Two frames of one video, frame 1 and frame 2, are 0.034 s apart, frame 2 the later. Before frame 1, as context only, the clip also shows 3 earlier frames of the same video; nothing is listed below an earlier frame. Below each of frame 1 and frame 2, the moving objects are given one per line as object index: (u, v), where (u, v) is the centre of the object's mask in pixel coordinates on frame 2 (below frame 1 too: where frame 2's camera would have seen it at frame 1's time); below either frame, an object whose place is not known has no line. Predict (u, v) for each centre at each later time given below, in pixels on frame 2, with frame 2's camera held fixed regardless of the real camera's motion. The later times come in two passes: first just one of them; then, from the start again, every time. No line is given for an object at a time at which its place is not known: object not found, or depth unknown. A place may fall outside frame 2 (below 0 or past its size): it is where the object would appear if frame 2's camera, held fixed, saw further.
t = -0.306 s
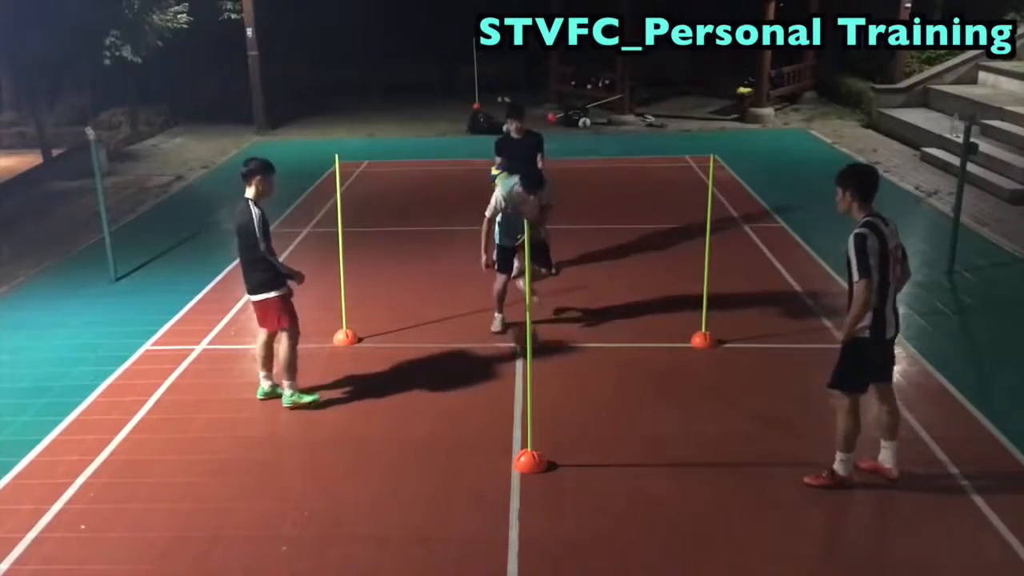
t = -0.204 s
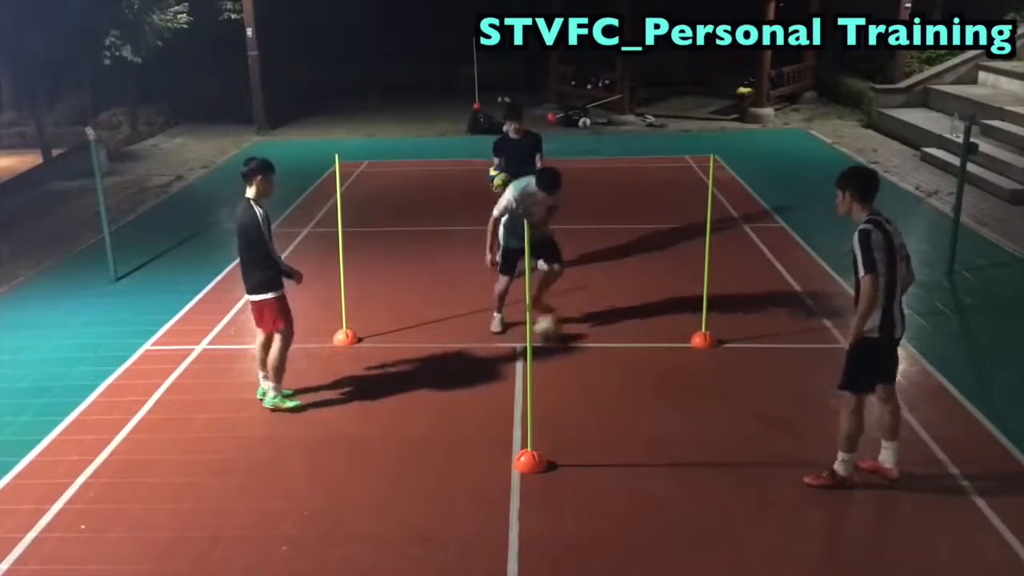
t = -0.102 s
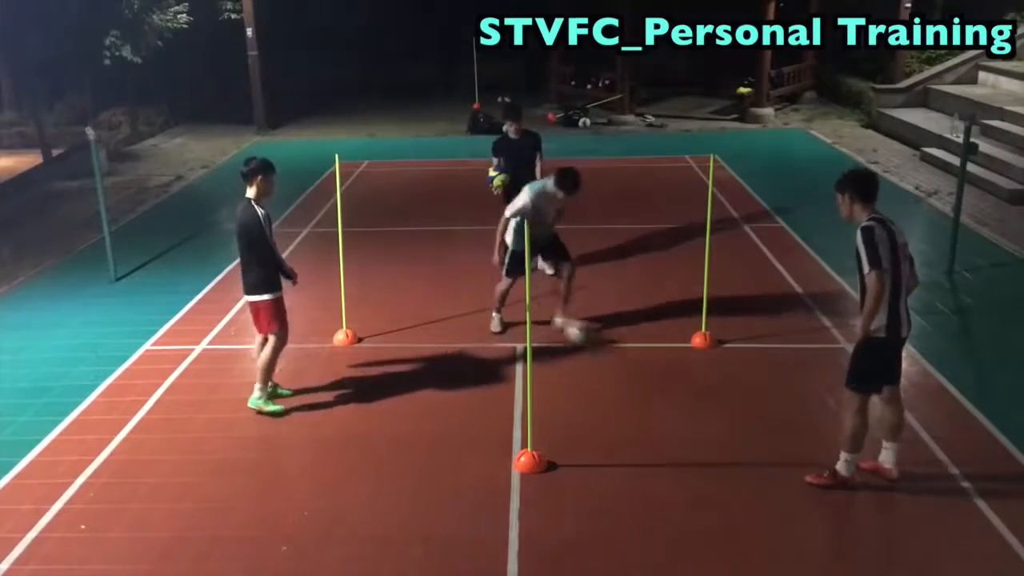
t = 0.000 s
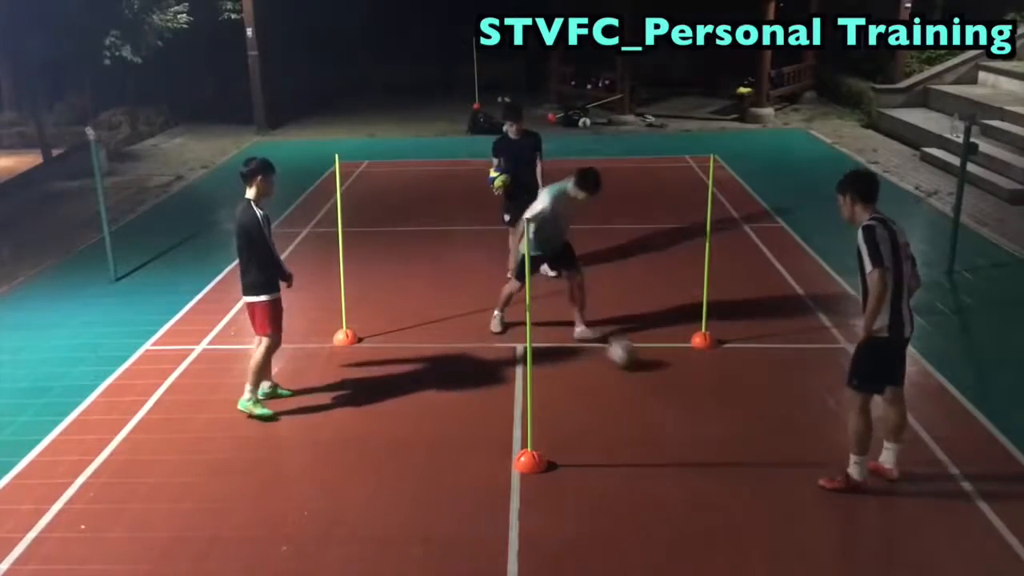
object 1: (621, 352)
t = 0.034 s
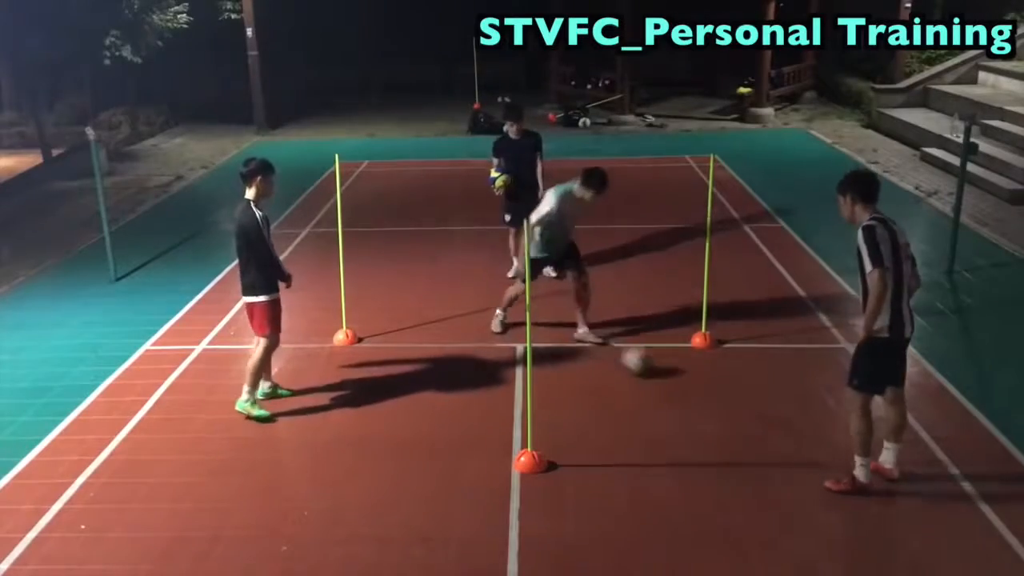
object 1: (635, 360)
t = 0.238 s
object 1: (721, 396)
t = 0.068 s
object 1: (651, 368)
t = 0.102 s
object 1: (667, 373)
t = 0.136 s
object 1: (679, 380)
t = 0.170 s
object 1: (695, 387)
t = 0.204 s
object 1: (707, 392)
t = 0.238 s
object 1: (721, 396)
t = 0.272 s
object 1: (736, 405)
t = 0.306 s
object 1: (749, 411)
